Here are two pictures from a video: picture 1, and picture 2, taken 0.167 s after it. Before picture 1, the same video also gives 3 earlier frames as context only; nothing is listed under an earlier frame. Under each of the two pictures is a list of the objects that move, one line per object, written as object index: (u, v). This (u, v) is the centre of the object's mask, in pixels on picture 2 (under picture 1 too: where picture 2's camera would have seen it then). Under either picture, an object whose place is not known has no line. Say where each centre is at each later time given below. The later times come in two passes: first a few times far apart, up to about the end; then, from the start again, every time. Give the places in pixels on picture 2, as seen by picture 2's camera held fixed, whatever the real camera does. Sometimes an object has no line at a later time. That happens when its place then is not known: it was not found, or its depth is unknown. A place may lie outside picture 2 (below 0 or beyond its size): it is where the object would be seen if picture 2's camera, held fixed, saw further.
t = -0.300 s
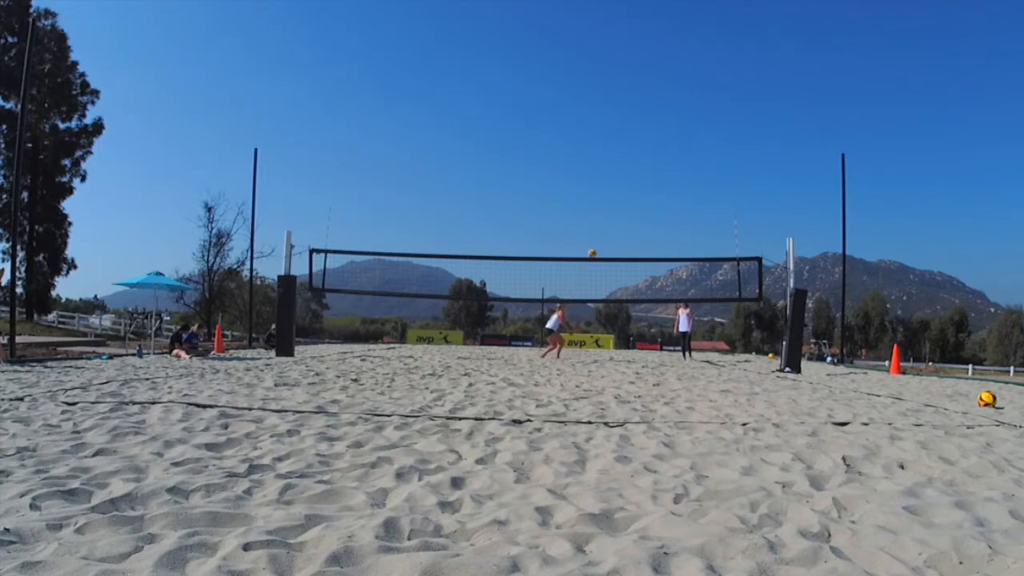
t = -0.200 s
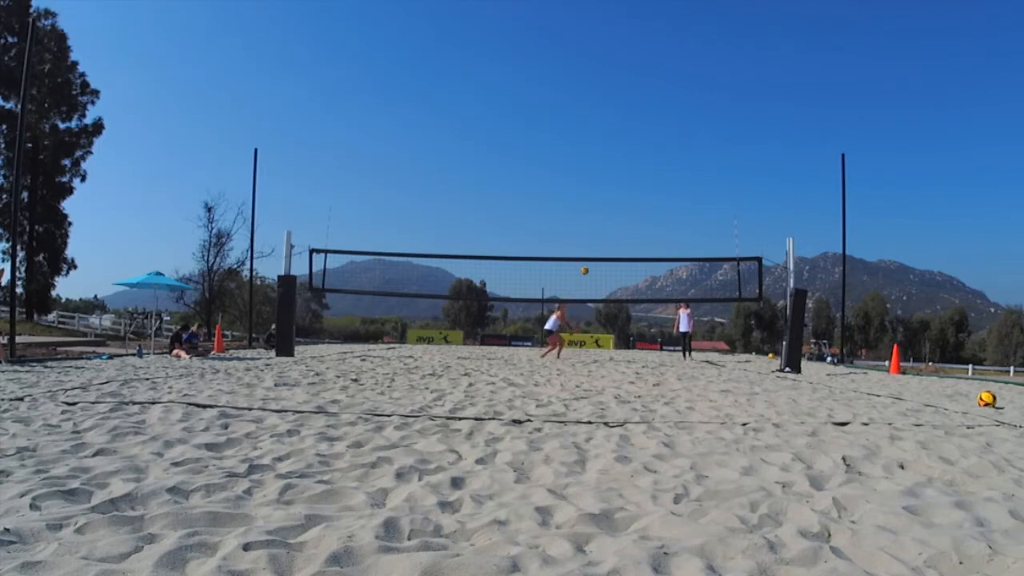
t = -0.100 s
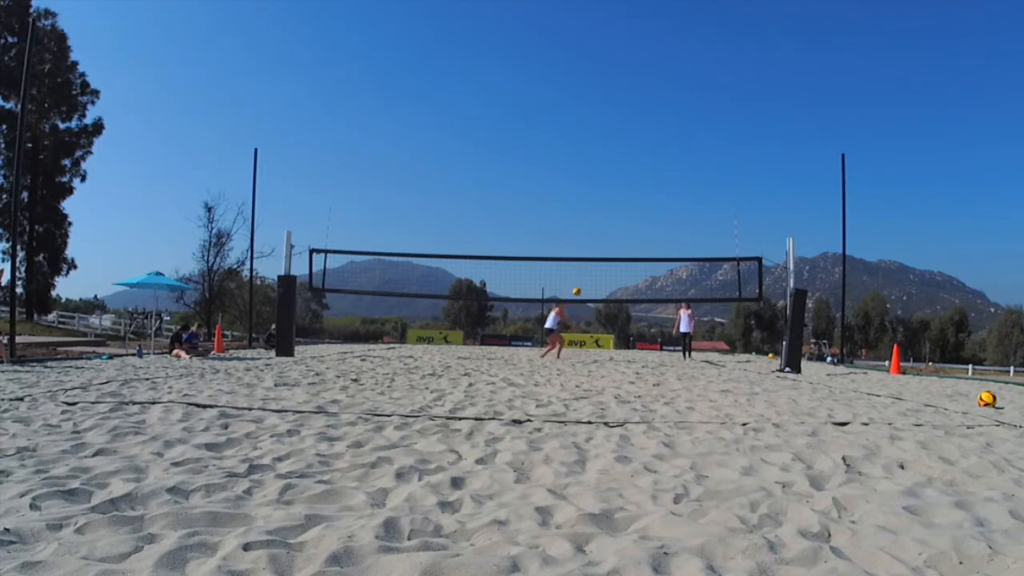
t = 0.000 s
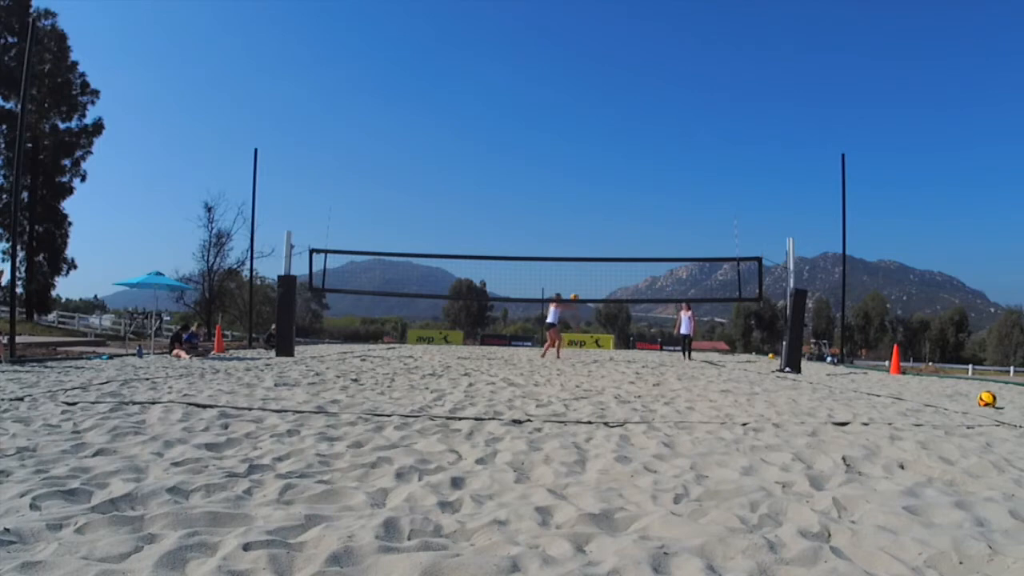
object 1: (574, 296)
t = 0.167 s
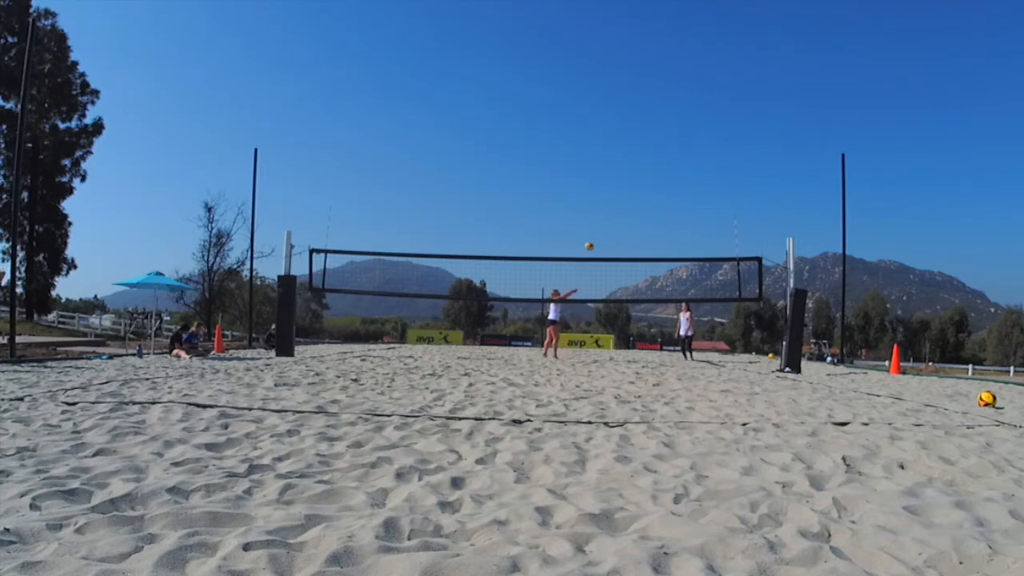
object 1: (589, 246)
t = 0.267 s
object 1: (598, 221)
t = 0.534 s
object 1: (620, 175)
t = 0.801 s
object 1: (642, 158)
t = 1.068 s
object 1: (662, 171)
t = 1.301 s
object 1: (680, 206)
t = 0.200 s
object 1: (592, 237)
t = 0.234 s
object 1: (596, 228)
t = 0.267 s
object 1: (598, 221)
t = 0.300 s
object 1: (601, 213)
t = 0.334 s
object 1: (604, 206)
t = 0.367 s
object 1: (606, 199)
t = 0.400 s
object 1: (609, 194)
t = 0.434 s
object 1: (612, 188)
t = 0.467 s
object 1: (615, 183)
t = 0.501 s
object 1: (618, 179)
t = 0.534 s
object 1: (620, 175)
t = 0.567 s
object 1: (623, 171)
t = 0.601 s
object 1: (626, 168)
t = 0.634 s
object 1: (628, 165)
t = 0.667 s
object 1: (631, 163)
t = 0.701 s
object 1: (633, 161)
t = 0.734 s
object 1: (636, 159)
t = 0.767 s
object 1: (639, 159)
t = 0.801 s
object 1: (642, 158)
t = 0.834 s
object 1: (644, 158)
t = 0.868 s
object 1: (647, 159)
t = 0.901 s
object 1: (650, 160)
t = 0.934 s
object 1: (652, 161)
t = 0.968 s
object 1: (655, 163)
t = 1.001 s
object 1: (657, 165)
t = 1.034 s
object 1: (660, 168)
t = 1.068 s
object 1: (662, 171)
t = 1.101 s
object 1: (665, 174)
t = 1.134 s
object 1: (668, 178)
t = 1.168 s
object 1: (670, 183)
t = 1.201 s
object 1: (673, 188)
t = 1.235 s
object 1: (675, 193)
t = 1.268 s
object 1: (677, 199)
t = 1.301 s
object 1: (680, 206)
